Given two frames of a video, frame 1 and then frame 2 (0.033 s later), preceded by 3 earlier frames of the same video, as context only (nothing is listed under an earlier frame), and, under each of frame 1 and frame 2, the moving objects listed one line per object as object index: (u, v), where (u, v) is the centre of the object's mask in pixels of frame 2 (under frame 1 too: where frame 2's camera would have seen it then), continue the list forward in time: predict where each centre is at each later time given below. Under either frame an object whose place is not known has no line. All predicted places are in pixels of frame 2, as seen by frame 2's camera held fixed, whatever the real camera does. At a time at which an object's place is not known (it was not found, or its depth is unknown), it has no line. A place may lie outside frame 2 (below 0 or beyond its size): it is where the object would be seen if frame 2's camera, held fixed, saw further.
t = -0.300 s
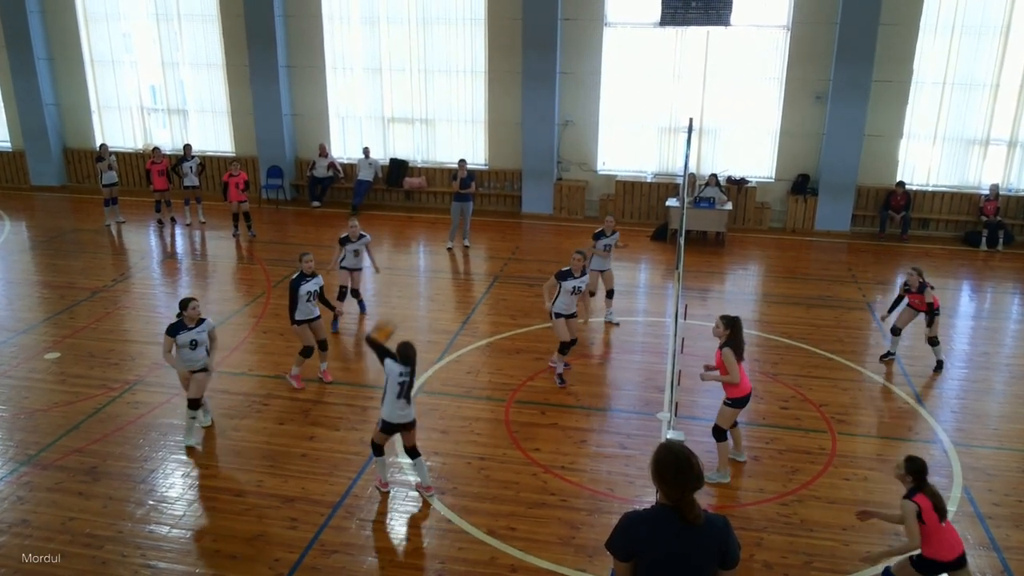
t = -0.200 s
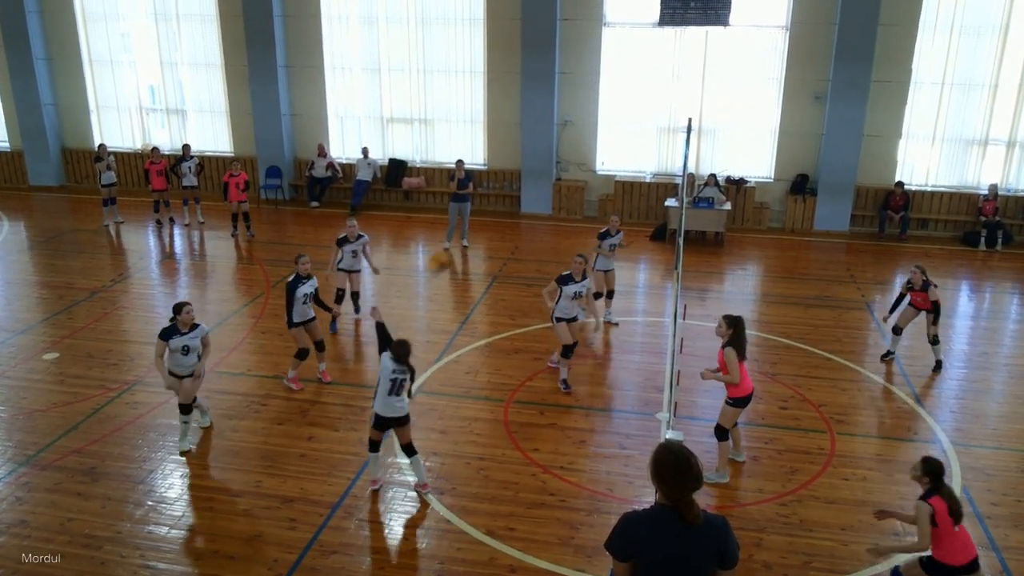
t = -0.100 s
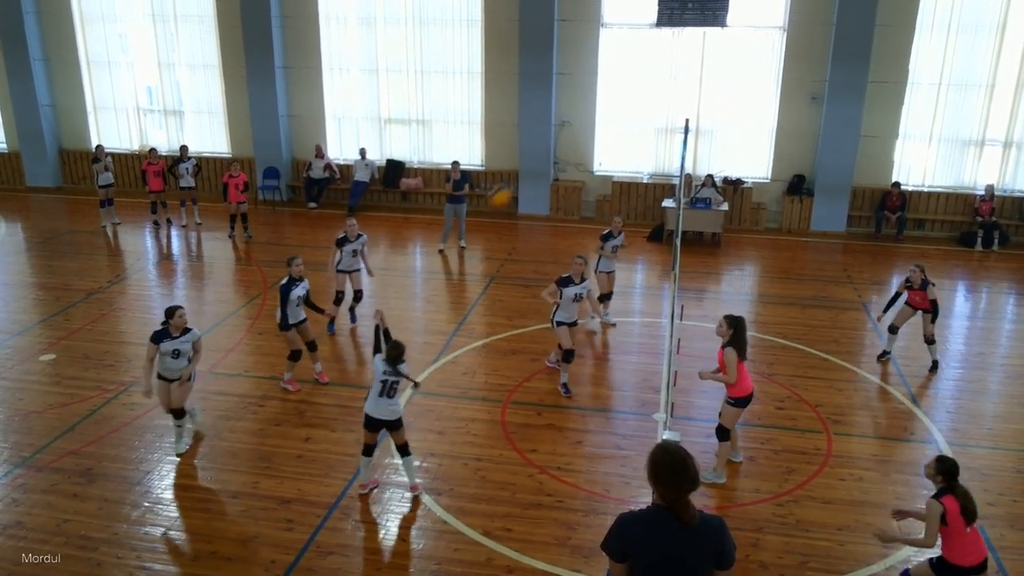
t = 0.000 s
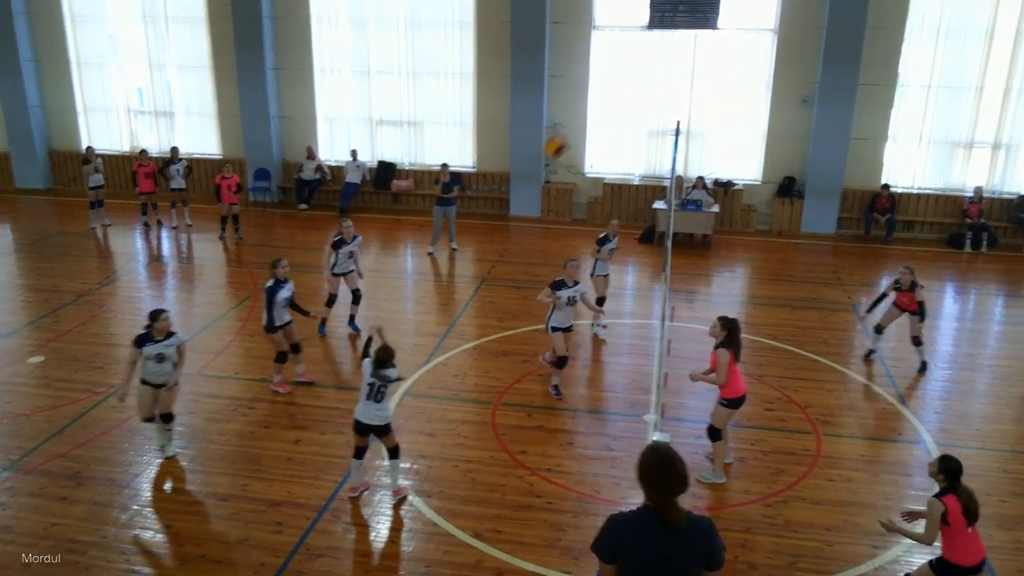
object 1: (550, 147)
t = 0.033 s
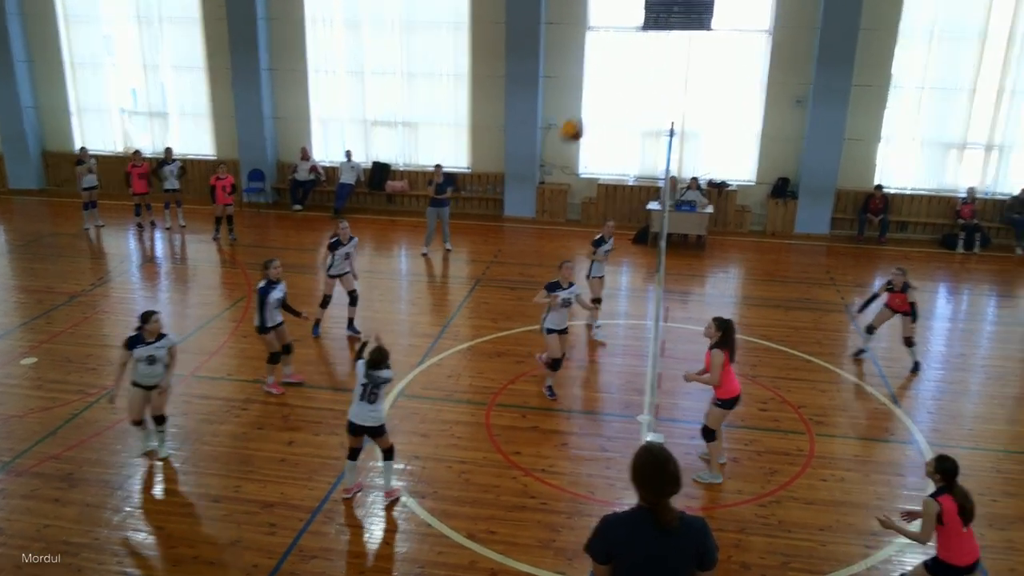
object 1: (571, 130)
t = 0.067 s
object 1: (594, 115)
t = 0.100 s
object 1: (617, 102)
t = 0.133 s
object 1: (642, 90)
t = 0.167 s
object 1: (664, 79)
